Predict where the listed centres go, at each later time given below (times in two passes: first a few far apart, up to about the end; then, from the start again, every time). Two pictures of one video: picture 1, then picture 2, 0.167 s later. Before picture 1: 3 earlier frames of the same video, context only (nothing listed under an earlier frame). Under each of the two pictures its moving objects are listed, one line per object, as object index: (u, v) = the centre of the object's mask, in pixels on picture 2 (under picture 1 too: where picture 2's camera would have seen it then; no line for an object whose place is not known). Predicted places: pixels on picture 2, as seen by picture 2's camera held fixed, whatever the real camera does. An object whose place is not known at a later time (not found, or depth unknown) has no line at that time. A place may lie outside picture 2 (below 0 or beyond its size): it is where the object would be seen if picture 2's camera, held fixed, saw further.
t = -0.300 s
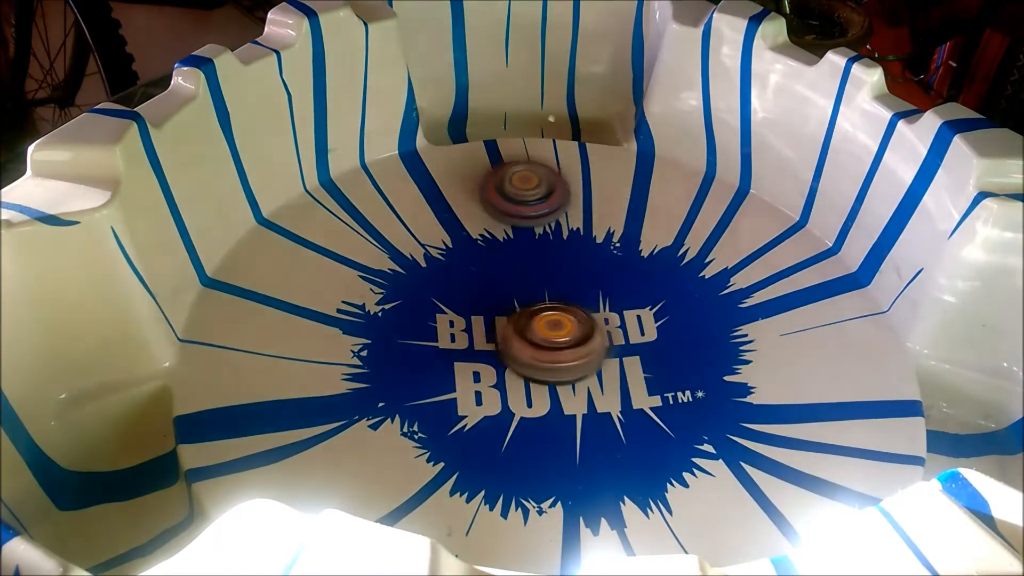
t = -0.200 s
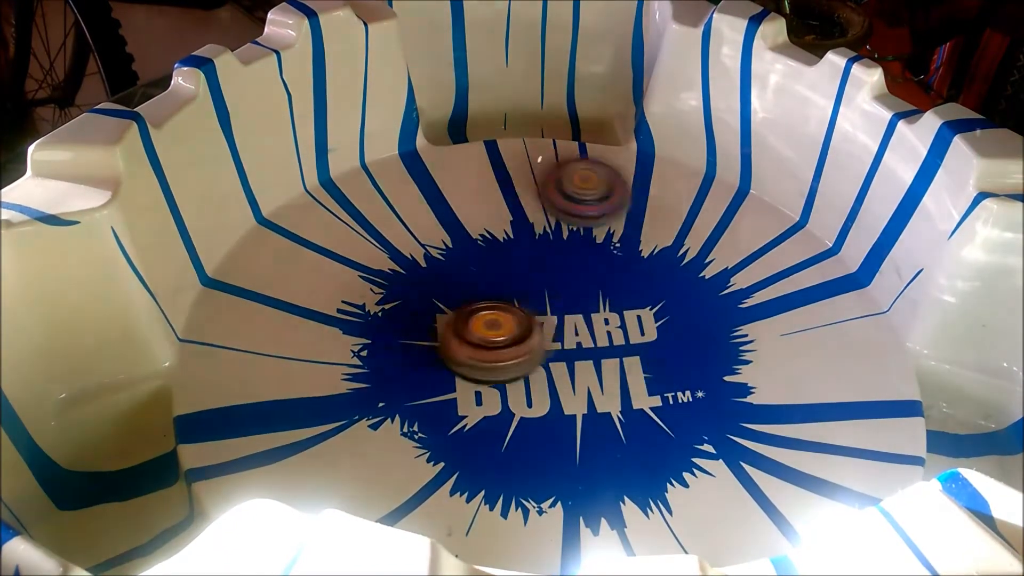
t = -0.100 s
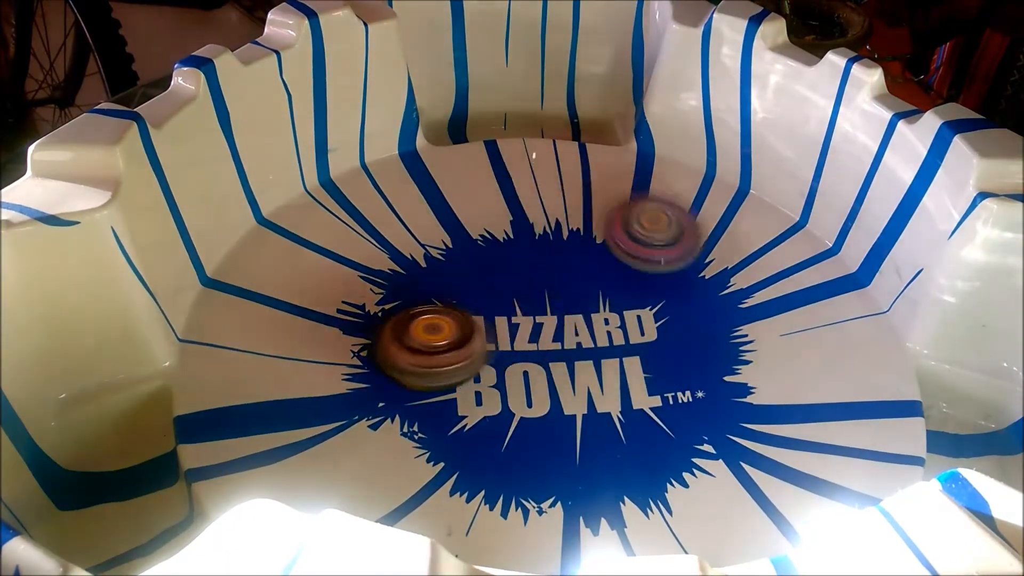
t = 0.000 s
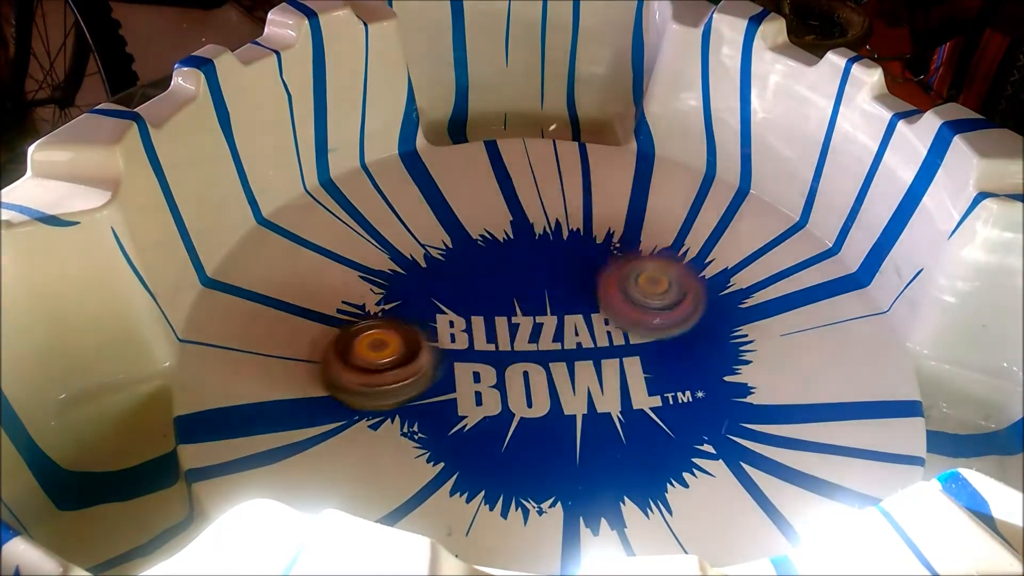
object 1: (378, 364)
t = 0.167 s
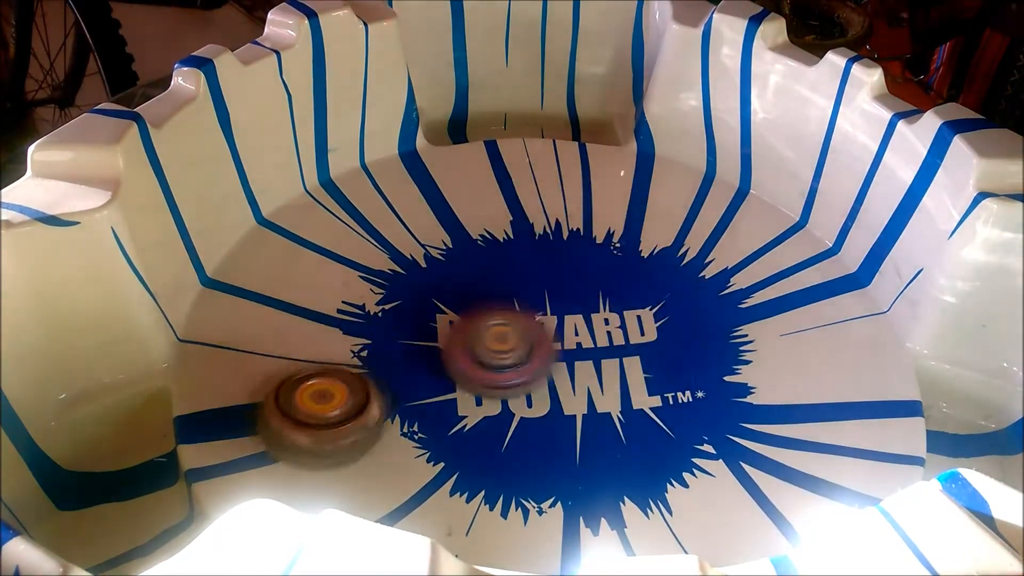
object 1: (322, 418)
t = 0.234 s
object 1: (333, 447)
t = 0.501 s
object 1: (491, 478)
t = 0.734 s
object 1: (516, 378)
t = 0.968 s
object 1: (435, 340)
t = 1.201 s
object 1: (354, 361)
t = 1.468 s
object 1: (306, 373)
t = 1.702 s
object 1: (344, 399)
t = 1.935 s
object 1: (374, 299)
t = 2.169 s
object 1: (388, 213)
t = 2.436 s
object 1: (378, 195)
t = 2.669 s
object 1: (428, 219)
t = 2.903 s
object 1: (537, 220)
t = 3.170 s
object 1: (632, 224)
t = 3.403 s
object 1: (705, 242)
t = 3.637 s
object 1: (731, 261)
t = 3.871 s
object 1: (742, 301)
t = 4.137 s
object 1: (727, 376)
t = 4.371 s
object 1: (678, 435)
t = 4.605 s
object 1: (588, 478)
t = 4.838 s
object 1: (496, 495)
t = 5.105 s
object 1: (427, 481)
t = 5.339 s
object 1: (400, 438)
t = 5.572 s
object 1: (379, 371)
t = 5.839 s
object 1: (299, 289)
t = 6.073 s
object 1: (286, 271)
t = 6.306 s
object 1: (343, 269)
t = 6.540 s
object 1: (442, 230)
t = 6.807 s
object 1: (520, 190)
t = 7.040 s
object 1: (570, 192)
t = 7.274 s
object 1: (635, 224)
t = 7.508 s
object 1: (704, 280)
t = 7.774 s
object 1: (738, 351)
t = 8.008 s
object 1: (776, 415)
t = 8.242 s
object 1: (733, 441)
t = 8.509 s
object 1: (600, 455)
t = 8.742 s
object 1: (471, 437)
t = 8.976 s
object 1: (375, 389)
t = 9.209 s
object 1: (329, 329)
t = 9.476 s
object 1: (342, 269)
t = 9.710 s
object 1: (383, 221)
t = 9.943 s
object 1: (445, 209)
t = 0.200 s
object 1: (324, 433)
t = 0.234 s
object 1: (333, 447)
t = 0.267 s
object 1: (346, 461)
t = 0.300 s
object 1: (368, 470)
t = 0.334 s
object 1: (392, 479)
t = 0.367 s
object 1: (412, 486)
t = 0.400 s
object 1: (441, 490)
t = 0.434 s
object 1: (456, 493)
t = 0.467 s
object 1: (475, 489)
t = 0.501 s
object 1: (491, 478)
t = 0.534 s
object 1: (501, 466)
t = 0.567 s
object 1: (504, 452)
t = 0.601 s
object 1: (506, 438)
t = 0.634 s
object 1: (509, 423)
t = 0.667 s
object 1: (512, 407)
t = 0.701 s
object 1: (513, 393)
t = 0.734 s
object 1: (516, 378)
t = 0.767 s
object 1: (516, 365)
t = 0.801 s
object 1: (515, 351)
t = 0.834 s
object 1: (512, 337)
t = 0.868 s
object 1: (503, 328)
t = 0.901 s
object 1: (477, 334)
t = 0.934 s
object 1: (454, 339)
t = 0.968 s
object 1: (435, 340)
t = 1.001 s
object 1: (420, 342)
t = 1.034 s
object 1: (406, 345)
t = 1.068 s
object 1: (394, 347)
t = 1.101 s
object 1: (383, 350)
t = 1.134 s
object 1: (372, 354)
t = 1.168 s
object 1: (363, 357)
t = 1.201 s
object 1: (354, 361)
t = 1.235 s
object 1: (348, 366)
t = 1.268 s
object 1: (345, 373)
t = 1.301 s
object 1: (342, 380)
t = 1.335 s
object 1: (343, 388)
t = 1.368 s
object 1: (330, 384)
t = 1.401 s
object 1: (315, 374)
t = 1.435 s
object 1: (309, 371)
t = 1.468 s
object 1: (306, 373)
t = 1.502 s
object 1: (304, 378)
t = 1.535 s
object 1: (304, 383)
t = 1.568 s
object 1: (307, 389)
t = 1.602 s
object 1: (312, 396)
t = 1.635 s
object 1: (320, 401)
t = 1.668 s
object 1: (333, 404)
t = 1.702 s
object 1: (344, 399)
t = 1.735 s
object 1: (354, 384)
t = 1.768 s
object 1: (361, 372)
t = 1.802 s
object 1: (365, 359)
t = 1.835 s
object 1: (367, 345)
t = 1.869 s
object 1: (370, 330)
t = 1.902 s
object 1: (372, 316)
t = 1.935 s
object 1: (374, 299)
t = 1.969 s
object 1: (376, 284)
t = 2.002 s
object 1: (378, 271)
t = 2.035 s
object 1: (382, 258)
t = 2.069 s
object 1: (384, 245)
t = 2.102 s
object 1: (386, 234)
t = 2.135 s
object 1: (388, 223)
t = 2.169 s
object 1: (388, 213)
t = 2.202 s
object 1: (384, 206)
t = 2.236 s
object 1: (380, 200)
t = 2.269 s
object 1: (379, 196)
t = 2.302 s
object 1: (377, 193)
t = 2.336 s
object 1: (377, 192)
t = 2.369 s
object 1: (377, 192)
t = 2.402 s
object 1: (377, 193)
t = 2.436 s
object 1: (378, 195)
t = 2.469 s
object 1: (382, 198)
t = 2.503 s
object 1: (386, 201)
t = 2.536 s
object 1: (392, 204)
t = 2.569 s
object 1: (398, 209)
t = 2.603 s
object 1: (406, 213)
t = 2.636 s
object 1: (415, 217)
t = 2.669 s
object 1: (428, 219)
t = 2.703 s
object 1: (443, 220)
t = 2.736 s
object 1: (459, 221)
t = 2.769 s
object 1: (476, 220)
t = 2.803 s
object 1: (491, 221)
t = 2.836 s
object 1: (508, 221)
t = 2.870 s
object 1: (523, 220)
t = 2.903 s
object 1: (537, 220)
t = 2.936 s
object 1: (551, 220)
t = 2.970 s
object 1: (564, 219)
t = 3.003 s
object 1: (577, 219)
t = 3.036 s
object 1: (589, 218)
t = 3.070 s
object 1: (601, 218)
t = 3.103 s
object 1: (612, 220)
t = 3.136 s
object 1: (622, 222)
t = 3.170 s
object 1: (632, 224)
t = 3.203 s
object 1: (645, 226)
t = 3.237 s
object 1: (657, 228)
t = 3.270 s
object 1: (668, 230)
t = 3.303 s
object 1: (677, 232)
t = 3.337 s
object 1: (688, 236)
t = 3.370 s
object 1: (698, 239)
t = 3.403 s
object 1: (705, 242)
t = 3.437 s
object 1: (711, 245)
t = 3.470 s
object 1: (716, 248)
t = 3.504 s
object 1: (720, 250)
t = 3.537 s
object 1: (724, 252)
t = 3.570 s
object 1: (727, 255)
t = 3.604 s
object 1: (729, 258)
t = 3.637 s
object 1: (731, 261)
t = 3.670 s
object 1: (732, 265)
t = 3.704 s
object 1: (734, 270)
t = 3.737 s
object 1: (737, 276)
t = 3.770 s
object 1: (739, 281)
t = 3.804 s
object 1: (741, 287)
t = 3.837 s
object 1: (741, 293)
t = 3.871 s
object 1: (742, 301)
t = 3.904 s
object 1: (741, 309)
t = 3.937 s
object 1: (740, 317)
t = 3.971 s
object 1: (738, 327)
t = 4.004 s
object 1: (737, 336)
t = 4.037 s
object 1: (735, 346)
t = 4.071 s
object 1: (732, 356)
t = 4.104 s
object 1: (730, 366)
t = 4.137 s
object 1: (727, 376)
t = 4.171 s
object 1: (725, 383)
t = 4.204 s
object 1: (718, 393)
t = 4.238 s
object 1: (712, 402)
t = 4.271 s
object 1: (704, 410)
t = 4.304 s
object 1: (696, 418)
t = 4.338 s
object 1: (687, 426)
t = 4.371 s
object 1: (678, 435)
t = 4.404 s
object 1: (666, 444)
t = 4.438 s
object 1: (655, 451)
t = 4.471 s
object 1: (641, 457)
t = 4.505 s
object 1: (628, 462)
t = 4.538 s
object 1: (615, 468)
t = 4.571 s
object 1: (602, 473)
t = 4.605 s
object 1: (588, 478)
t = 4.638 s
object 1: (574, 482)
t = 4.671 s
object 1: (560, 487)
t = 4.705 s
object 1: (546, 489)
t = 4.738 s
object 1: (532, 492)
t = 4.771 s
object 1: (519, 494)
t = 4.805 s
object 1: (507, 494)
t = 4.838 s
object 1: (496, 495)
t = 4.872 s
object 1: (484, 495)
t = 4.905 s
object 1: (475, 493)
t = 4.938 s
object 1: (464, 492)
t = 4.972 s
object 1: (455, 491)
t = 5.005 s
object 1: (446, 489)
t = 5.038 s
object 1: (439, 487)
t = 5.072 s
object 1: (434, 484)
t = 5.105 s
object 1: (427, 481)
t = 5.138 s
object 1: (423, 478)
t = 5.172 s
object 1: (419, 473)
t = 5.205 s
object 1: (414, 467)
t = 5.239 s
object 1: (410, 461)
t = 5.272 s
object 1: (407, 455)
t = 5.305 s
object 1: (404, 447)
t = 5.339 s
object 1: (400, 438)
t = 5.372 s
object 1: (395, 428)
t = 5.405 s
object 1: (392, 419)
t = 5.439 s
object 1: (390, 409)
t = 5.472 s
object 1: (386, 400)
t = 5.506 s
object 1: (384, 390)
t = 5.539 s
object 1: (381, 381)
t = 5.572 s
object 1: (379, 371)
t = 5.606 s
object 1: (377, 362)
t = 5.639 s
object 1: (376, 352)
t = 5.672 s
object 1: (375, 342)
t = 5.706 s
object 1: (374, 333)
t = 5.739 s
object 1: (350, 320)
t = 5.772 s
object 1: (325, 307)
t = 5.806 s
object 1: (310, 297)
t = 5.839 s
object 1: (299, 289)
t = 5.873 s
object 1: (292, 285)
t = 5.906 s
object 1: (288, 281)
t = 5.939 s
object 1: (286, 278)
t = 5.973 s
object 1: (285, 276)
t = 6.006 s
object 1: (284, 274)
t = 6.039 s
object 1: (284, 272)
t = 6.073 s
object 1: (286, 271)
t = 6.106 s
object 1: (289, 271)
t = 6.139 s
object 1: (294, 272)
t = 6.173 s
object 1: (301, 271)
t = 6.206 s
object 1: (309, 271)
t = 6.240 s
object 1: (319, 270)
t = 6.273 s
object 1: (330, 270)
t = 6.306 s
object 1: (343, 269)
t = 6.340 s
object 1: (356, 269)
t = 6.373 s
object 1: (369, 268)
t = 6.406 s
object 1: (383, 265)
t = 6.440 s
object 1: (396, 262)
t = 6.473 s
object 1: (413, 248)
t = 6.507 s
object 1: (429, 238)
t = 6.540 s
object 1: (442, 230)
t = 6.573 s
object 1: (452, 223)
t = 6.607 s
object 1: (463, 218)
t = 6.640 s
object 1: (473, 212)
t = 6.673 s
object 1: (482, 207)
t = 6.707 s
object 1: (492, 202)
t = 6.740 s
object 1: (502, 197)
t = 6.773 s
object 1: (511, 193)
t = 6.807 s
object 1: (520, 190)
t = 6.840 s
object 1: (527, 188)
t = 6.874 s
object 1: (534, 187)
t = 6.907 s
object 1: (542, 186)
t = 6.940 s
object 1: (547, 187)
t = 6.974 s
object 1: (554, 188)
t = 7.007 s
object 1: (562, 190)
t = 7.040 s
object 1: (570, 192)
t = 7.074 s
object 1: (579, 196)
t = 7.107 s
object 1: (587, 199)
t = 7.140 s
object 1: (596, 202)
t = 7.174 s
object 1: (604, 207)
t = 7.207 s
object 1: (614, 211)
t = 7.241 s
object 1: (624, 218)
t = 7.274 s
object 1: (635, 224)
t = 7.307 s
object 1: (647, 231)
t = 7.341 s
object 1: (658, 238)
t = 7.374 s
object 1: (668, 246)
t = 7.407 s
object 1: (678, 254)
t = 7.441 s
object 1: (687, 263)
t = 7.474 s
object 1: (696, 271)
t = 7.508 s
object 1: (704, 280)
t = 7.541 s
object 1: (712, 286)
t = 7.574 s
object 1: (718, 296)
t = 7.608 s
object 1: (723, 303)
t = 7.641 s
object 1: (728, 312)
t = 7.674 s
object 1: (732, 321)
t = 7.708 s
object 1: (735, 332)
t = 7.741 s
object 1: (737, 341)
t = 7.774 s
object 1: (738, 351)
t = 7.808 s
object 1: (739, 361)
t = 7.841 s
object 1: (745, 368)
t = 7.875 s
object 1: (760, 383)
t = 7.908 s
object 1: (766, 393)
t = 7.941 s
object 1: (770, 400)
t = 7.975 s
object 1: (773, 408)
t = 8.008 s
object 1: (776, 415)
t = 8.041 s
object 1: (774, 420)
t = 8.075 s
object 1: (770, 424)
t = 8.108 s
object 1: (767, 428)
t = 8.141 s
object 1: (761, 431)
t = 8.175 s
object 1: (754, 435)
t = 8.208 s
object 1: (744, 438)
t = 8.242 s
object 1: (733, 441)
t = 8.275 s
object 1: (718, 445)
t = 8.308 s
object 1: (703, 447)
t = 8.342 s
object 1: (686, 449)
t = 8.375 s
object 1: (670, 450)
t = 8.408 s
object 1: (653, 451)
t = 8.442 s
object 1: (634, 453)
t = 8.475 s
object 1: (617, 454)
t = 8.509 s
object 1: (600, 455)
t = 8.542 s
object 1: (582, 455)
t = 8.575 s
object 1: (563, 453)
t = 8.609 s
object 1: (543, 451)
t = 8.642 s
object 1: (525, 449)
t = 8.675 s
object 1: (507, 446)
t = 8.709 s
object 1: (490, 442)
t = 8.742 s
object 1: (471, 437)
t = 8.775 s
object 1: (453, 431)
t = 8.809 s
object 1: (438, 424)
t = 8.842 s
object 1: (422, 417)
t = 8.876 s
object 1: (408, 411)
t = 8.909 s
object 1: (397, 404)
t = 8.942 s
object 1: (386, 396)
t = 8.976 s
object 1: (375, 389)
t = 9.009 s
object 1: (367, 381)
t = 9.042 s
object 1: (357, 373)
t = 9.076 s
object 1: (349, 364)
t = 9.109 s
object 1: (342, 355)
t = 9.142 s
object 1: (336, 346)
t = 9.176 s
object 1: (332, 338)
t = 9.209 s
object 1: (329, 329)
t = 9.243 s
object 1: (327, 321)
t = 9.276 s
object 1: (325, 312)
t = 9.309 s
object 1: (326, 304)
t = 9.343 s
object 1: (328, 296)
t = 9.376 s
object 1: (330, 289)
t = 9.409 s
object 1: (333, 282)
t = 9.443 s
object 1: (336, 276)
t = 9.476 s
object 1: (342, 269)
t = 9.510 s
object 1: (348, 261)
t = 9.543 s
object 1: (351, 248)
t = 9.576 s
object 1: (356, 238)
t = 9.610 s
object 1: (362, 232)
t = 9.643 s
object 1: (368, 228)
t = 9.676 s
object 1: (375, 223)
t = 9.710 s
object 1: (383, 221)
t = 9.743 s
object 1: (391, 217)
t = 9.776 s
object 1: (399, 214)
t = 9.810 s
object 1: (407, 212)
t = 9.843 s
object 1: (416, 211)
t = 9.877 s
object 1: (425, 210)
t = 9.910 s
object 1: (435, 209)
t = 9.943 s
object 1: (445, 209)
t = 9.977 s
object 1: (456, 210)
